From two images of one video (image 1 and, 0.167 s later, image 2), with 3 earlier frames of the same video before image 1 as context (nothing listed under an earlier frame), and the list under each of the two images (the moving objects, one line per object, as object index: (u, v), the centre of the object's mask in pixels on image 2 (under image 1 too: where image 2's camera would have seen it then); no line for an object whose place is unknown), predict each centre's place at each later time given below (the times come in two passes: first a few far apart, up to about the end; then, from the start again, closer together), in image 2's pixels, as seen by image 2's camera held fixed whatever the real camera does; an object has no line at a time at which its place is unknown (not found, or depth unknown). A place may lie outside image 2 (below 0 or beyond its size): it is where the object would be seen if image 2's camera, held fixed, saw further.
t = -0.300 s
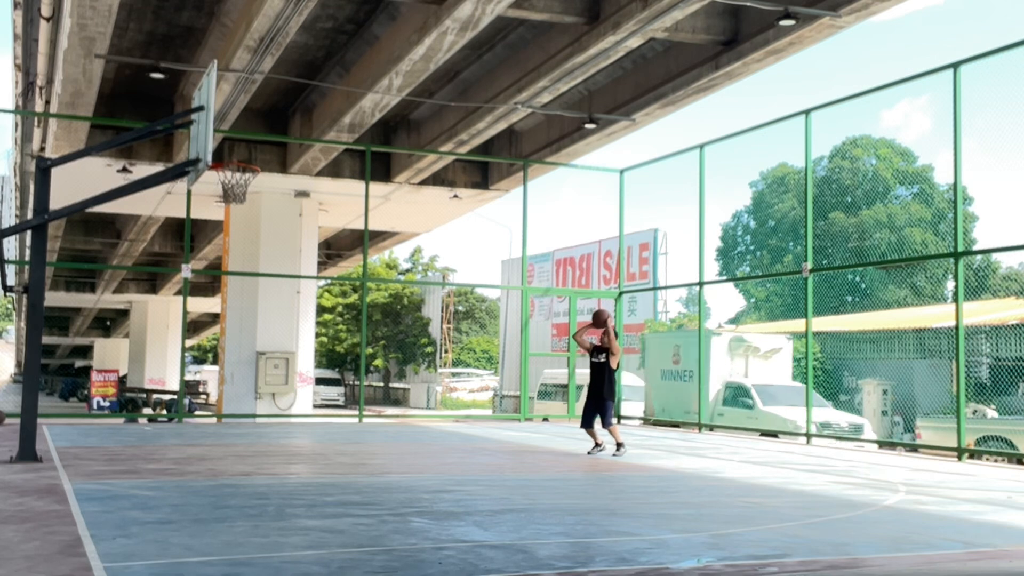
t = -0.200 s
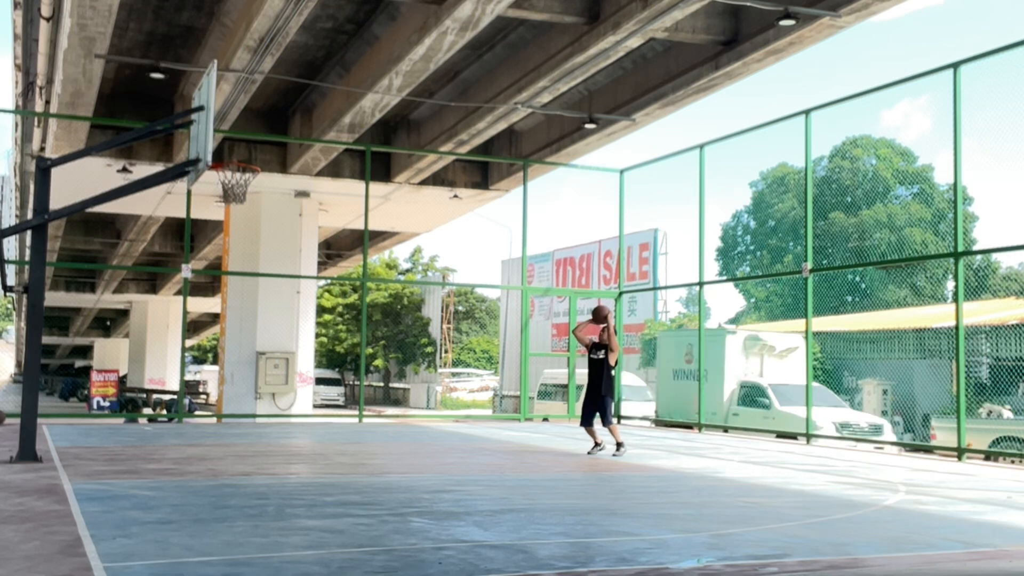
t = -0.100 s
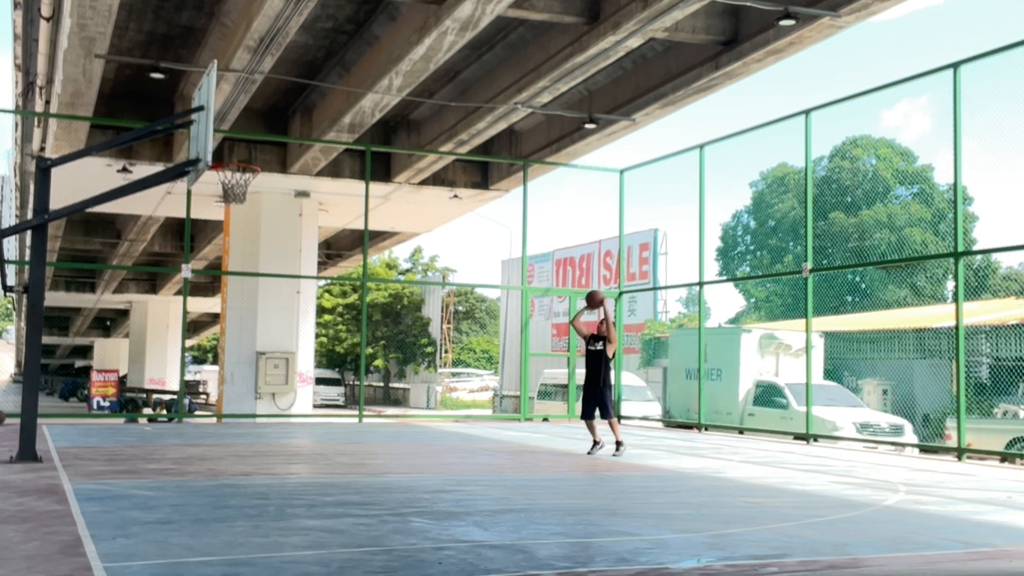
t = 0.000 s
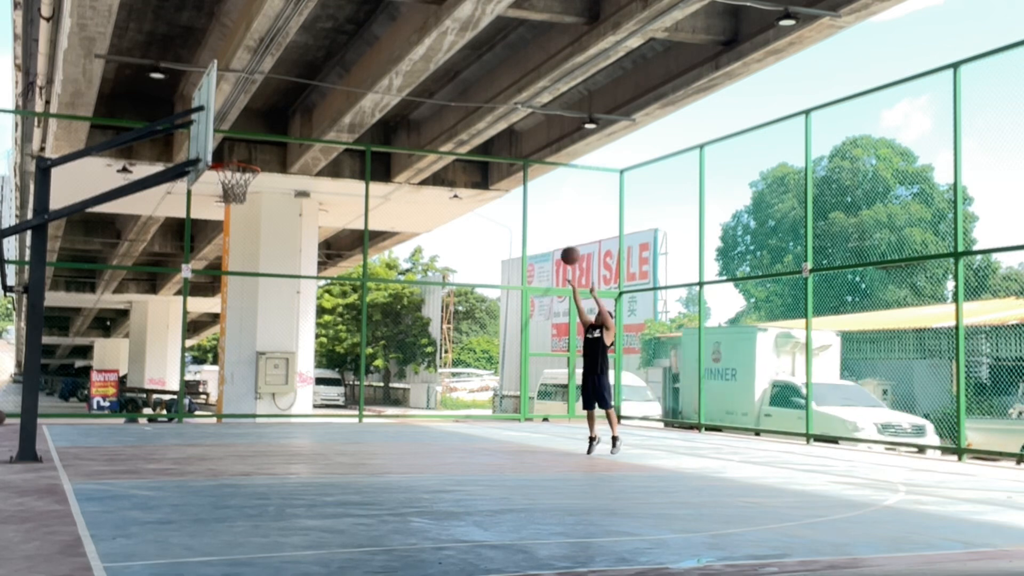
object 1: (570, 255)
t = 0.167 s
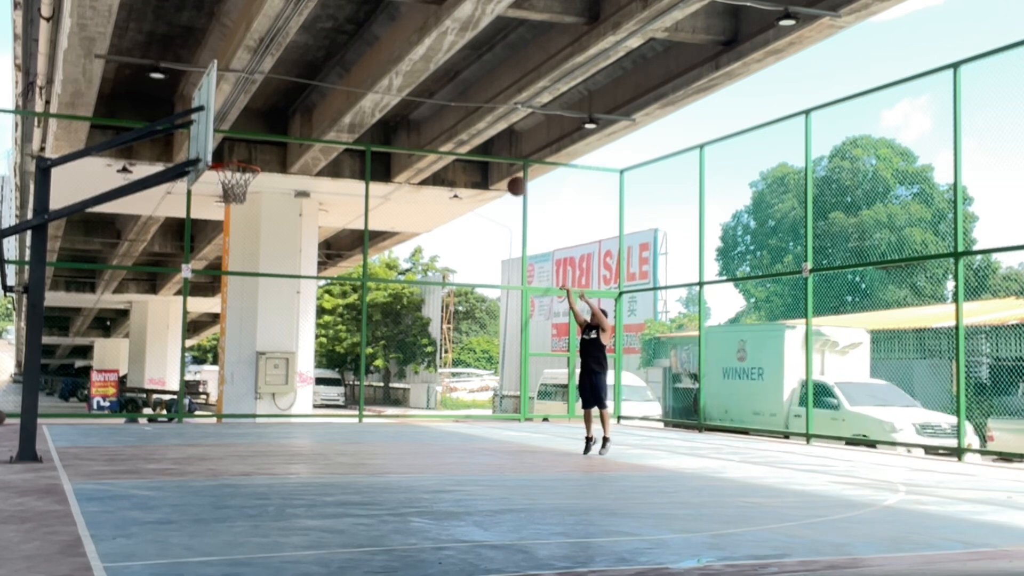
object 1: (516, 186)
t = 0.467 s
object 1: (416, 120)
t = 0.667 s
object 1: (344, 114)
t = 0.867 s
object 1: (269, 144)
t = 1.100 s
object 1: (225, 179)
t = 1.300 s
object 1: (238, 190)
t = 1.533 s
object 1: (240, 219)
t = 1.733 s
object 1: (237, 279)
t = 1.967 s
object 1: (232, 391)
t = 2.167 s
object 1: (224, 389)
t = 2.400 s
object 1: (212, 309)
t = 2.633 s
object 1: (198, 278)
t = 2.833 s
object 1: (184, 288)
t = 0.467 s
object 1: (416, 120)
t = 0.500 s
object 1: (405, 117)
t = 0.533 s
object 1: (393, 115)
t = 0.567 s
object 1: (381, 113)
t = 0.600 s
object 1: (369, 113)
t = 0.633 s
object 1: (356, 113)
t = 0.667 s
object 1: (344, 114)
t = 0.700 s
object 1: (332, 117)
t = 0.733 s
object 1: (320, 121)
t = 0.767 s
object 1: (308, 127)
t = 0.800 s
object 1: (295, 130)
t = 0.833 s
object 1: (282, 137)
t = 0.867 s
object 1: (269, 144)
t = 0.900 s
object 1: (256, 154)
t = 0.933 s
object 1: (243, 159)
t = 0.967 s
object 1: (230, 175)
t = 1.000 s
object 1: (222, 181)
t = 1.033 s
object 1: (223, 181)
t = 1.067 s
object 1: (223, 180)
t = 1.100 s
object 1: (225, 179)
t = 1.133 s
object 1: (226, 179)
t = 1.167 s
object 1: (229, 181)
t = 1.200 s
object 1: (231, 183)
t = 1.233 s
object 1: (234, 185)
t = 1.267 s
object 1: (236, 188)
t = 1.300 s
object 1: (238, 190)
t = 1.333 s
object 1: (240, 192)
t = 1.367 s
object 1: (240, 195)
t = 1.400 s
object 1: (240, 198)
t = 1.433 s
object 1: (240, 201)
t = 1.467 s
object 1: (240, 208)
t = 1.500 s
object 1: (240, 212)
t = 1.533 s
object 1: (240, 219)
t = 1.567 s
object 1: (239, 226)
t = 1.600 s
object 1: (239, 235)
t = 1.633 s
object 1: (238, 245)
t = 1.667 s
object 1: (238, 255)
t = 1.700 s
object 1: (237, 266)
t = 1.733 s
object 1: (237, 279)
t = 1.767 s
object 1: (236, 292)
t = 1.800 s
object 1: (235, 306)
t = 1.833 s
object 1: (235, 321)
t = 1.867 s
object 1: (234, 337)
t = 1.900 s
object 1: (233, 354)
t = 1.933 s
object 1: (232, 372)
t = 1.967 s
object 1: (232, 391)
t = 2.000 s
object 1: (231, 410)
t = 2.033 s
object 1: (230, 431)
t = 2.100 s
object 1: (227, 422)
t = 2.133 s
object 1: (226, 405)
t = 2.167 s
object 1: (224, 389)
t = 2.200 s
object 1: (223, 374)
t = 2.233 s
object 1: (221, 361)
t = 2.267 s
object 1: (219, 348)
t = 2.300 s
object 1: (217, 336)
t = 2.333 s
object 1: (216, 326)
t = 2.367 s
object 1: (214, 317)
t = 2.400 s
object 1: (212, 309)
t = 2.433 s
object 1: (210, 301)
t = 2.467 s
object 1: (208, 294)
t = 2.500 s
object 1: (207, 288)
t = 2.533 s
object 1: (205, 286)
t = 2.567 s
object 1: (202, 282)
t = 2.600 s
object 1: (200, 280)
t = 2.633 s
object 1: (198, 278)
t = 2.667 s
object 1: (196, 277)
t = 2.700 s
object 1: (194, 277)
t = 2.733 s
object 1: (191, 279)
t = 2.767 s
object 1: (188, 281)
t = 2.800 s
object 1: (187, 284)
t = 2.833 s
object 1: (184, 288)
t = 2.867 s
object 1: (182, 292)
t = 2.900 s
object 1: (179, 298)
